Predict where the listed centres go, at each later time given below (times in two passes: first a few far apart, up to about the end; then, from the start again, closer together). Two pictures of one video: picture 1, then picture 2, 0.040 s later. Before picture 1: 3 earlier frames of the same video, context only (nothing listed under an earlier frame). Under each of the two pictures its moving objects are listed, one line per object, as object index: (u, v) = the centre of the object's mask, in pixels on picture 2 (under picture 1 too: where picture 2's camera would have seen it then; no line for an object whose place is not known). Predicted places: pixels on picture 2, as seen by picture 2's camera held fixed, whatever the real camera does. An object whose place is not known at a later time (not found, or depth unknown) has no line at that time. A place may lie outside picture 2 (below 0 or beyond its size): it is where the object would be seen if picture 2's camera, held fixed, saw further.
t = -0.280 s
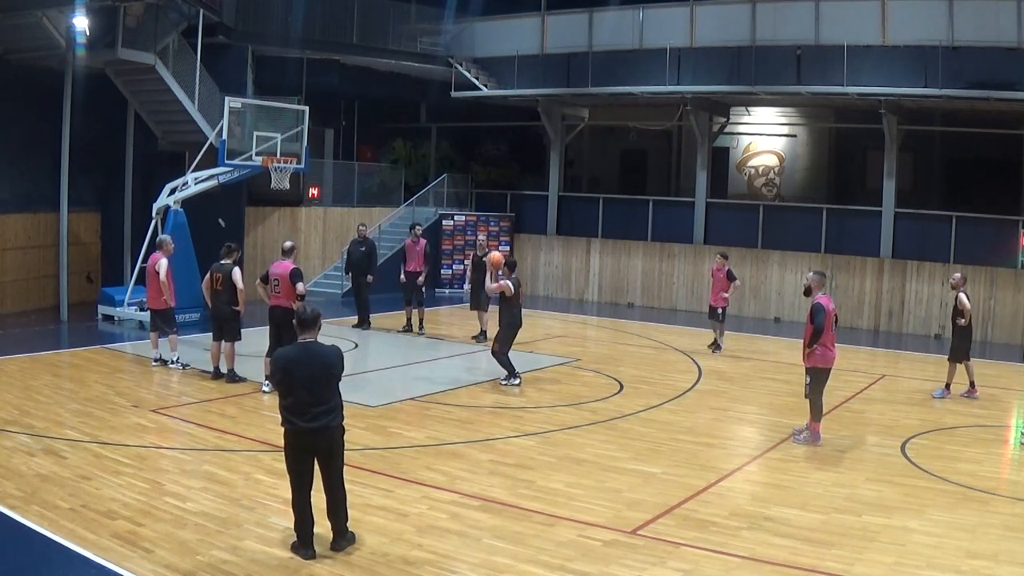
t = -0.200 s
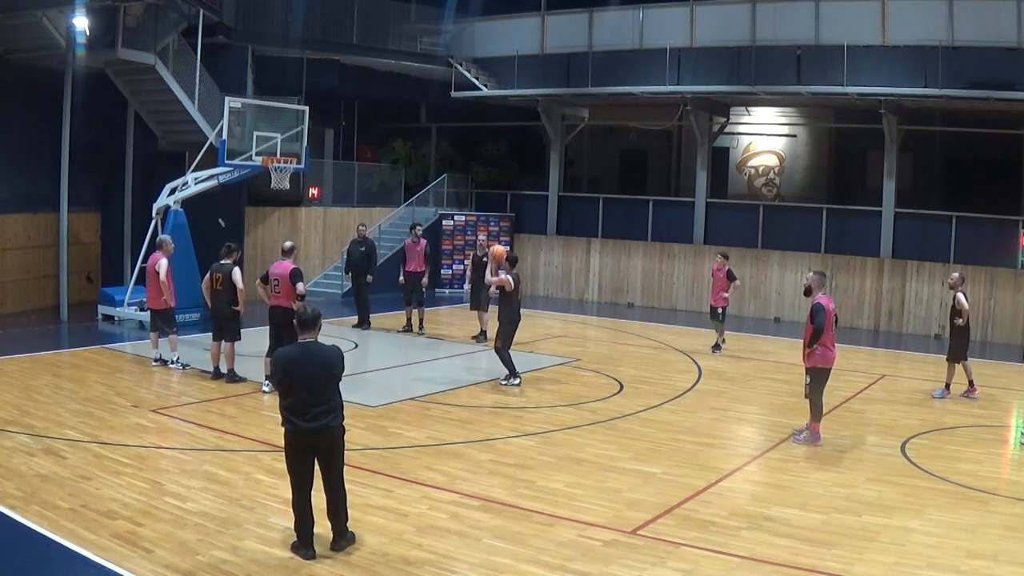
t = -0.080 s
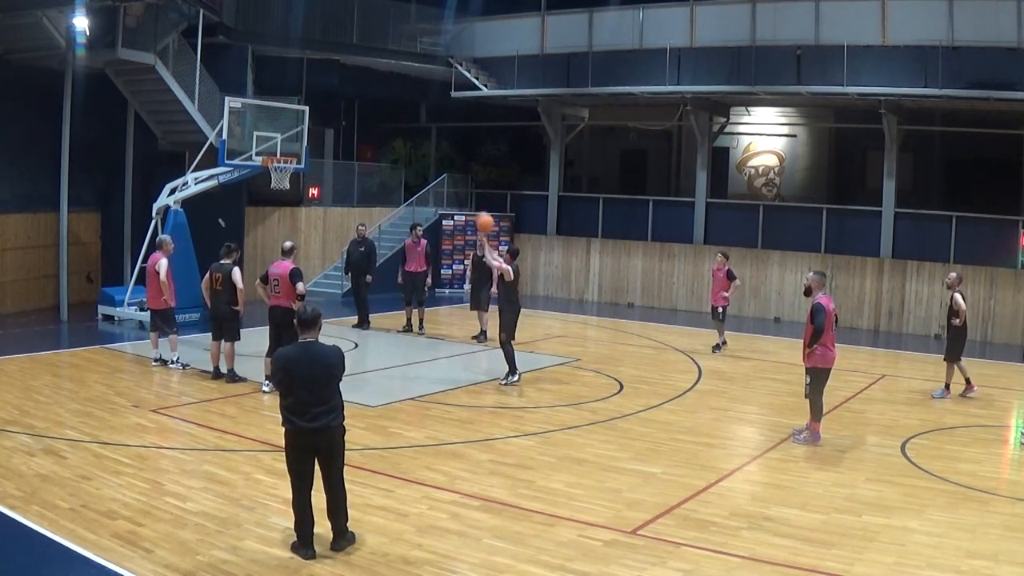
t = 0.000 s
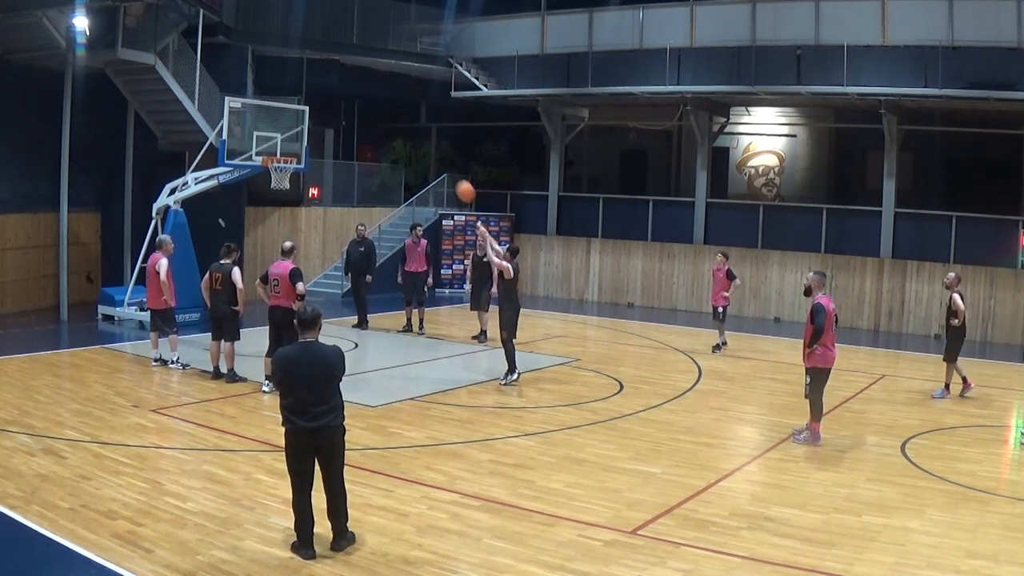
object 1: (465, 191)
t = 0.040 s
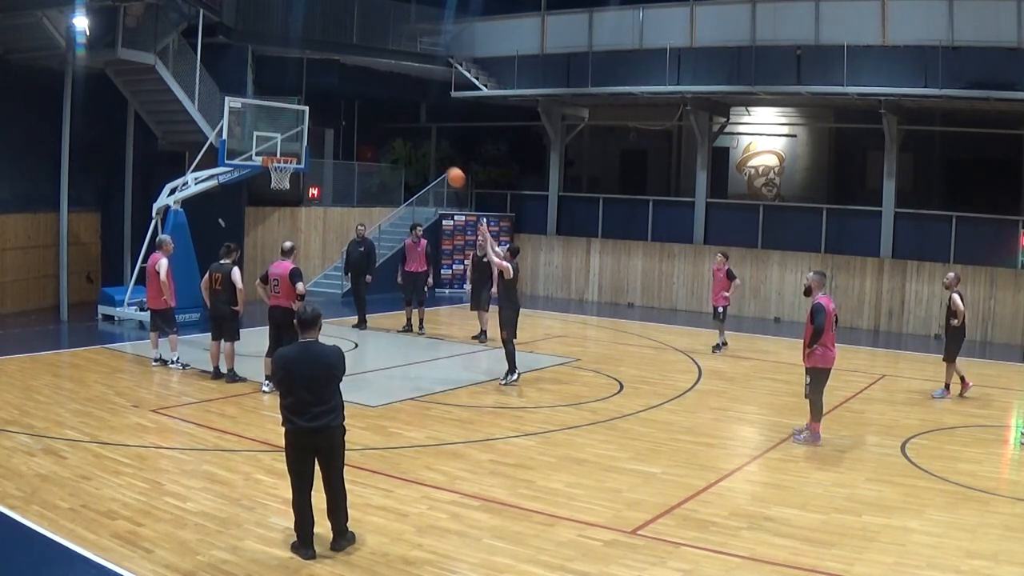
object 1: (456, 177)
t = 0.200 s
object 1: (418, 135)
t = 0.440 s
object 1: (366, 107)
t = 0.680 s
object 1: (319, 118)
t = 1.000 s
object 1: (287, 180)
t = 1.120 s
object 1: (292, 185)
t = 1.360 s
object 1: (303, 218)
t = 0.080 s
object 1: (446, 164)
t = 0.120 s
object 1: (436, 154)
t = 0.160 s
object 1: (427, 143)
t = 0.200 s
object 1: (418, 135)
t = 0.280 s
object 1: (400, 121)
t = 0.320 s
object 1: (392, 116)
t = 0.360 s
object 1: (383, 112)
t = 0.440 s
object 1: (366, 107)
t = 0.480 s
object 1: (358, 106)
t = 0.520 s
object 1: (350, 107)
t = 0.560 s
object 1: (342, 108)
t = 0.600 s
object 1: (334, 110)
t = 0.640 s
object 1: (326, 113)
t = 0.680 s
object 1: (319, 118)
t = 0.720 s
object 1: (311, 122)
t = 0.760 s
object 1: (304, 128)
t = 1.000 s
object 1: (287, 180)
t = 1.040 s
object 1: (289, 182)
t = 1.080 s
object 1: (290, 183)
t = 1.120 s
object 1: (292, 185)
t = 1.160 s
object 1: (294, 188)
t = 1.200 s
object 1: (296, 192)
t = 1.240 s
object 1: (297, 197)
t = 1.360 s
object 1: (303, 218)
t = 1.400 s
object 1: (304, 228)
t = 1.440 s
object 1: (306, 237)
